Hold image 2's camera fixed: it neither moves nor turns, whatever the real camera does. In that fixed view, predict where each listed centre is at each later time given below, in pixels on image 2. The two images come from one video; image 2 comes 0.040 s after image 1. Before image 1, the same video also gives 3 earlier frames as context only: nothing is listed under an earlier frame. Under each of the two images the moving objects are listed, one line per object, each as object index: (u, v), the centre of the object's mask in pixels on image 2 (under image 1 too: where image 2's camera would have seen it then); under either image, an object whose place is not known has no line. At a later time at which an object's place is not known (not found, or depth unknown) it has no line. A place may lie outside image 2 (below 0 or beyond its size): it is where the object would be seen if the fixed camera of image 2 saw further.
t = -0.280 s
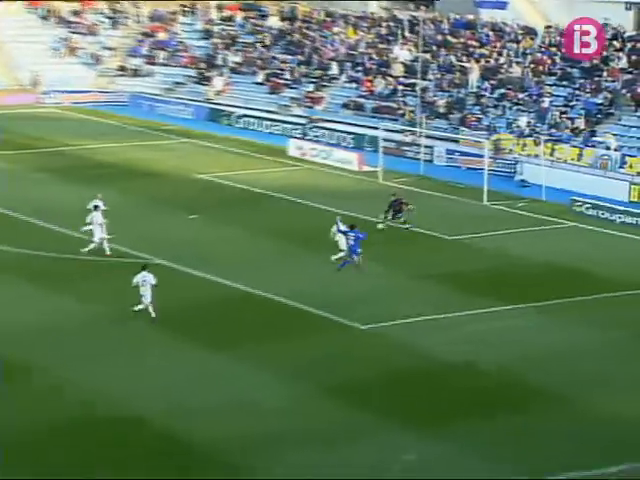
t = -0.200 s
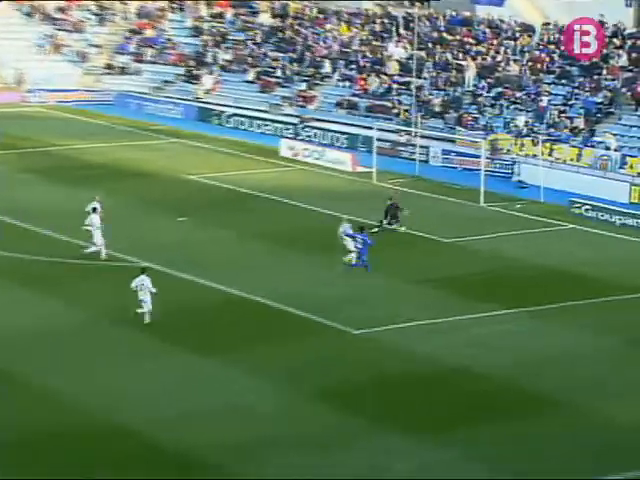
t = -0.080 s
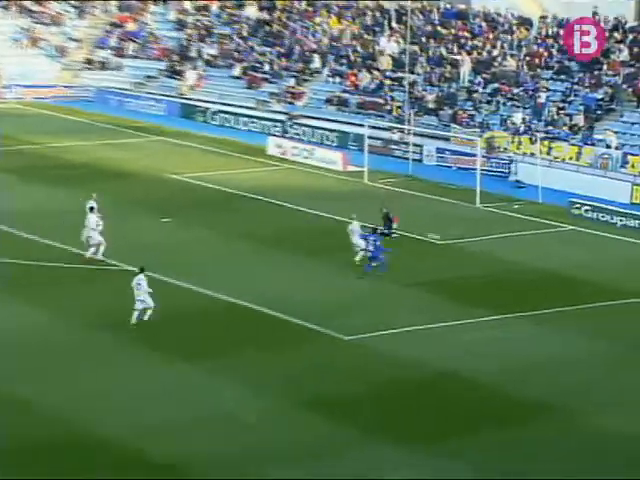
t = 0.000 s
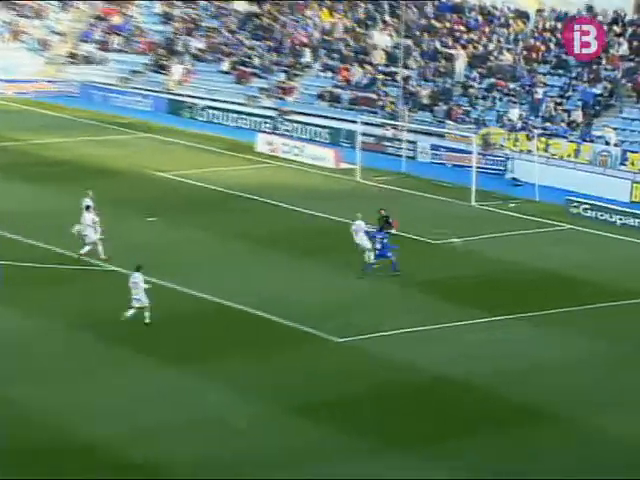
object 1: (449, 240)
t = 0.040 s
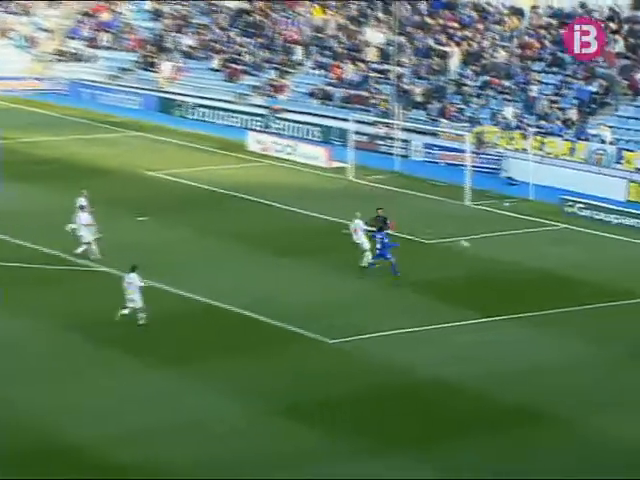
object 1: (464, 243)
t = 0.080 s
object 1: (480, 247)
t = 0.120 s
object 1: (496, 251)
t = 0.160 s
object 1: (512, 256)
